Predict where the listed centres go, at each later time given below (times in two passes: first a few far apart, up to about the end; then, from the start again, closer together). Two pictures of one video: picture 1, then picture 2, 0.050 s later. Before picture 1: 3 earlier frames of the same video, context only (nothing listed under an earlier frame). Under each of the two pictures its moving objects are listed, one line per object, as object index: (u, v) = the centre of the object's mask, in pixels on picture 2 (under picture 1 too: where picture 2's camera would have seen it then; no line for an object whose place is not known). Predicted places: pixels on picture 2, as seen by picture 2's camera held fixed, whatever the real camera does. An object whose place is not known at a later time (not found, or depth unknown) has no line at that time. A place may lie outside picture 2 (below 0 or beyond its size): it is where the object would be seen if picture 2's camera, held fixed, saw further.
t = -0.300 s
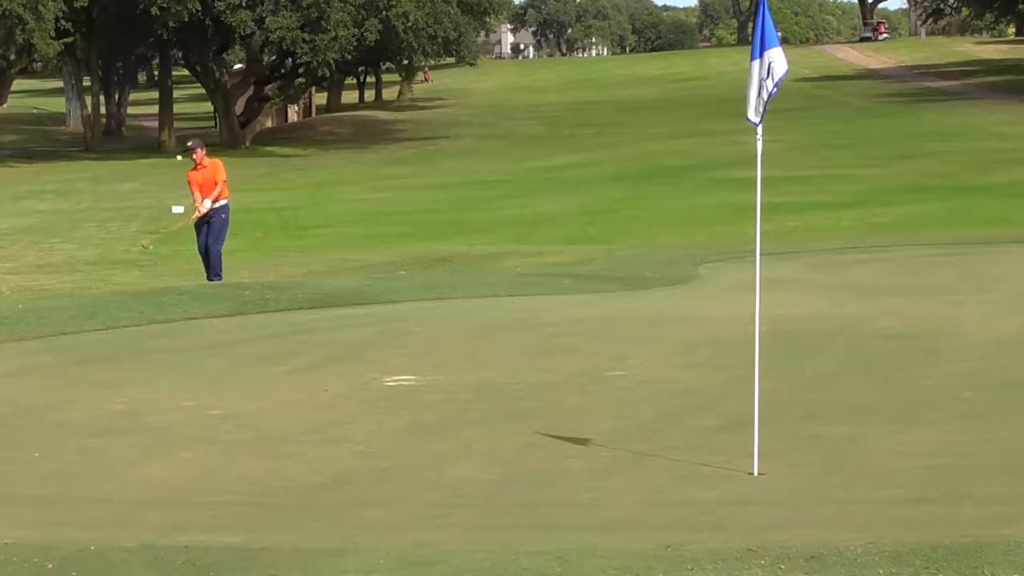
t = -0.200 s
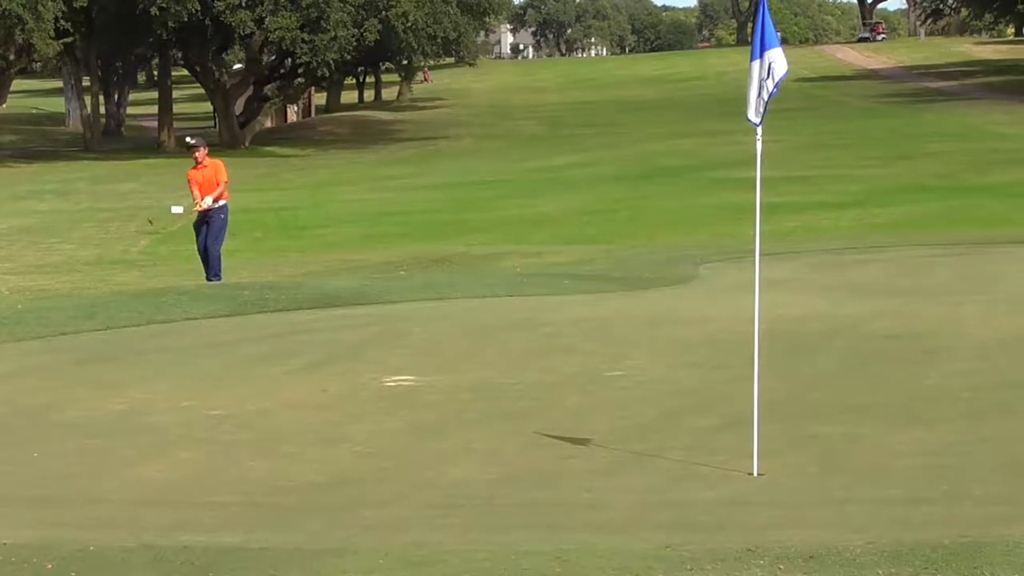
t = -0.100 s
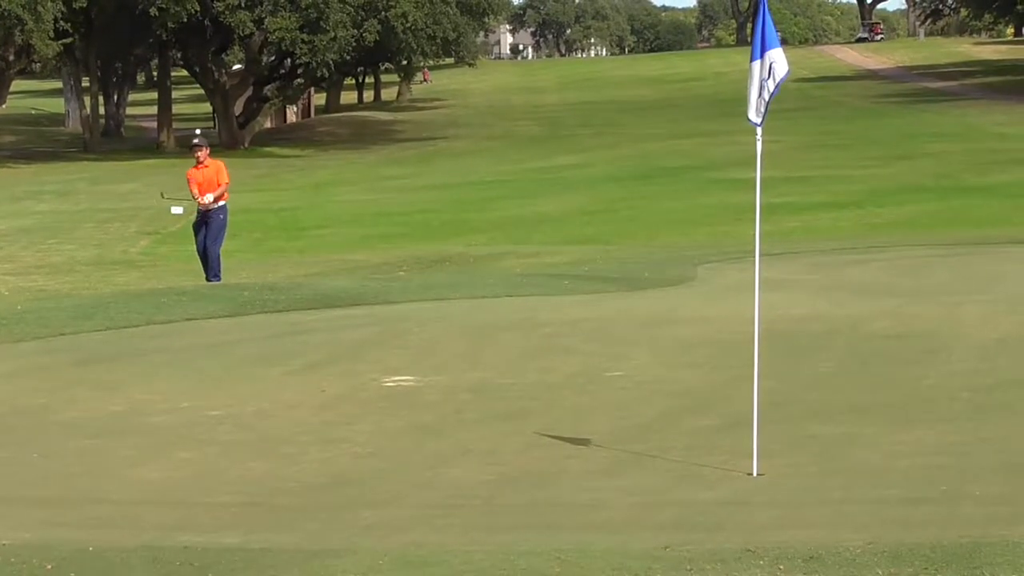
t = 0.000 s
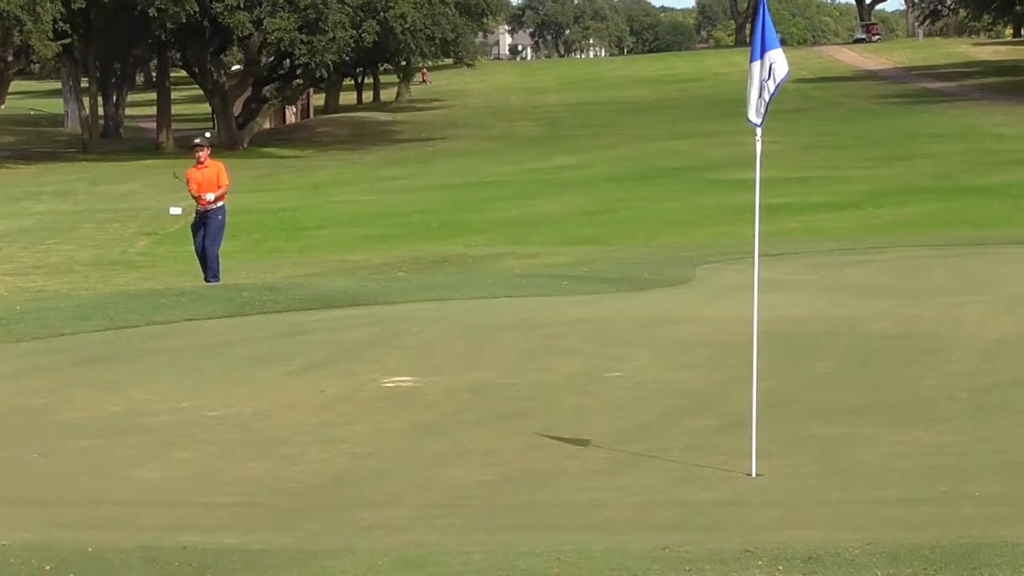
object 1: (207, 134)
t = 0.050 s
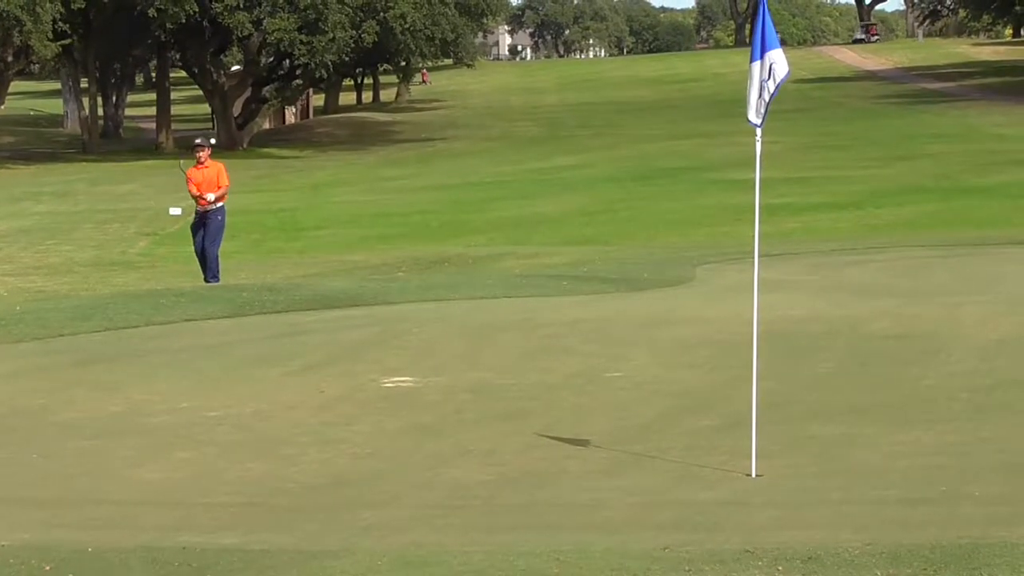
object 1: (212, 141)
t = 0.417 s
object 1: (260, 284)
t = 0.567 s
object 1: (276, 284)
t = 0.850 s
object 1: (306, 307)
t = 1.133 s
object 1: (333, 327)
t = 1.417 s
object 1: (355, 335)
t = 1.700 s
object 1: (376, 345)
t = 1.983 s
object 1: (392, 353)
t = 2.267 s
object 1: (405, 361)
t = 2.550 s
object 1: (414, 371)
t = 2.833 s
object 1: (420, 380)
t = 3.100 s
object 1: (425, 388)
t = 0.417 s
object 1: (260, 284)
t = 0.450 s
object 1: (265, 305)
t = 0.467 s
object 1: (266, 301)
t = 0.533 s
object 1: (273, 288)
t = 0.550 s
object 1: (275, 286)
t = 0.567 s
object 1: (276, 284)
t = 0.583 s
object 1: (278, 283)
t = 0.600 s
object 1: (279, 281)
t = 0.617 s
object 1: (281, 281)
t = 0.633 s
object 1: (283, 280)
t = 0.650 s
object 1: (284, 280)
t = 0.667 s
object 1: (286, 280)
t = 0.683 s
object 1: (288, 281)
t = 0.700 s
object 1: (290, 281)
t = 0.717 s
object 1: (292, 283)
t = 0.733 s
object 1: (294, 284)
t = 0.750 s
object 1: (295, 286)
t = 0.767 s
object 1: (297, 289)
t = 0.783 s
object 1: (299, 292)
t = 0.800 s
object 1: (300, 295)
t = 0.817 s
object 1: (302, 299)
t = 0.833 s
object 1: (304, 303)
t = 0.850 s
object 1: (306, 307)
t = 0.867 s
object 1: (308, 312)
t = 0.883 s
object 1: (310, 318)
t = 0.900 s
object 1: (311, 320)
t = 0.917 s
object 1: (313, 318)
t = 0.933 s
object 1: (315, 316)
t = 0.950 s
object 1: (316, 315)
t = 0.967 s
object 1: (317, 315)
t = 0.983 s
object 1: (319, 314)
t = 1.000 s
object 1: (321, 314)
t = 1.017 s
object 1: (322, 314)
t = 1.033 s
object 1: (324, 315)
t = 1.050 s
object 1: (325, 316)
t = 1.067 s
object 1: (327, 318)
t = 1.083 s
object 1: (328, 320)
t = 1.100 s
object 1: (330, 322)
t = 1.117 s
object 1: (331, 325)
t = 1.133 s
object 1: (333, 327)
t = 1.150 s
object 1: (334, 326)
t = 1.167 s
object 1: (336, 326)
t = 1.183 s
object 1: (337, 325)
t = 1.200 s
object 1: (339, 325)
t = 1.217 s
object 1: (340, 326)
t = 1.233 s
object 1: (342, 326)
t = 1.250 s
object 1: (343, 327)
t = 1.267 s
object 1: (344, 329)
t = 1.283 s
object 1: (346, 331)
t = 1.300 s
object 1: (347, 332)
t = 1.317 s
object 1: (348, 332)
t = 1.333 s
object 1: (350, 332)
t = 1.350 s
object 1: (351, 333)
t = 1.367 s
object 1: (352, 333)
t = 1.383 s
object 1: (354, 334)
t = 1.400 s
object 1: (354, 335)
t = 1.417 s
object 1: (355, 335)
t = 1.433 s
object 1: (356, 335)
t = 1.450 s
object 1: (358, 336)
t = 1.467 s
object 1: (360, 337)
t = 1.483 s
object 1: (361, 338)
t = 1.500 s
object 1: (363, 338)
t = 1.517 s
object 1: (364, 338)
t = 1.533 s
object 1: (365, 339)
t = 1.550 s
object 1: (366, 340)
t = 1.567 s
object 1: (367, 340)
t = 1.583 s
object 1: (368, 341)
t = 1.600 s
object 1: (370, 341)
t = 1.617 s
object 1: (371, 341)
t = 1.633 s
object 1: (372, 342)
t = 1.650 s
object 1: (373, 343)
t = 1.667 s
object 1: (374, 343)
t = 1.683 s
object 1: (375, 344)
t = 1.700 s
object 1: (376, 345)
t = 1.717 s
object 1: (377, 345)
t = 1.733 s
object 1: (379, 345)
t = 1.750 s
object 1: (379, 346)
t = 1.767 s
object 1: (380, 346)
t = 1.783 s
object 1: (381, 347)
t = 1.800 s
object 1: (382, 347)
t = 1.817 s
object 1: (383, 348)
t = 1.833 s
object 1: (384, 348)
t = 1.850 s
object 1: (385, 349)
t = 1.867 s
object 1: (386, 349)
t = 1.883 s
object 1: (386, 350)
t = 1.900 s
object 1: (387, 350)
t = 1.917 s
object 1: (388, 351)
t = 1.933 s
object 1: (389, 351)
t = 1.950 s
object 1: (390, 352)
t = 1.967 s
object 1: (391, 352)
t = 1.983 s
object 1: (392, 353)
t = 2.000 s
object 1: (393, 353)
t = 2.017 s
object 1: (394, 354)
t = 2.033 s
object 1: (395, 354)
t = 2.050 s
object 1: (395, 355)
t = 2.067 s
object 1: (396, 355)
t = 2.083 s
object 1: (397, 356)
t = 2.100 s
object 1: (398, 356)
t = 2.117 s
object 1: (399, 357)
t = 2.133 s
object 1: (399, 358)
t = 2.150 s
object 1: (400, 358)
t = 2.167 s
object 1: (401, 359)
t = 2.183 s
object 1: (401, 359)
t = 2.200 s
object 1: (402, 359)
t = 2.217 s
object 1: (402, 360)
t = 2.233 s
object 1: (403, 360)
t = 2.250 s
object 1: (403, 361)
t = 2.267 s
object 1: (405, 361)
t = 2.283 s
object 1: (405, 362)
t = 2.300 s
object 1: (406, 362)
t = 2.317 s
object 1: (407, 363)
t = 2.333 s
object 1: (407, 364)
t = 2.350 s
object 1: (408, 364)
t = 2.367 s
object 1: (408, 365)
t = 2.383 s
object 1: (409, 365)
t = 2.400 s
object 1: (409, 366)
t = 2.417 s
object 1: (410, 367)
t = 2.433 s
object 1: (410, 367)
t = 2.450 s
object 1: (411, 367)
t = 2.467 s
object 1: (412, 368)
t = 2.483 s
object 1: (412, 369)
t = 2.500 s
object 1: (413, 369)
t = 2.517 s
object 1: (413, 369)
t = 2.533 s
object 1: (413, 370)
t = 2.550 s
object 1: (414, 371)
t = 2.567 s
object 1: (414, 372)
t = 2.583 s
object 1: (415, 372)
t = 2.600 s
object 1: (415, 373)
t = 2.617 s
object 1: (416, 373)
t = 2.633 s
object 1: (416, 373)
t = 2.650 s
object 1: (417, 374)
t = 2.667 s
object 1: (417, 374)
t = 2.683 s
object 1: (417, 375)
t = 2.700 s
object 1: (417, 375)
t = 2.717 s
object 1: (418, 376)
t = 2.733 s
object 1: (419, 376)
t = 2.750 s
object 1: (419, 377)
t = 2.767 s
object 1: (419, 378)
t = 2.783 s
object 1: (419, 378)
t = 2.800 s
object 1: (420, 379)
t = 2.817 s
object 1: (420, 379)
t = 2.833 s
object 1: (420, 380)
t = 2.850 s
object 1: (421, 380)
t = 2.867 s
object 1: (421, 381)
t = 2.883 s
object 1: (421, 381)
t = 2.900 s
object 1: (422, 382)
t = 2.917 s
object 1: (422, 382)
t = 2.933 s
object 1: (423, 383)
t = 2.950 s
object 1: (423, 383)
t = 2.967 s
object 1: (423, 384)
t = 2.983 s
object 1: (423, 384)
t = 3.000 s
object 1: (423, 385)
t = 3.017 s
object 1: (424, 386)
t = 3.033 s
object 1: (424, 386)
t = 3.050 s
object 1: (424, 386)
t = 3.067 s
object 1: (425, 387)
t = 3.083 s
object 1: (425, 388)
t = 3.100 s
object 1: (425, 388)
